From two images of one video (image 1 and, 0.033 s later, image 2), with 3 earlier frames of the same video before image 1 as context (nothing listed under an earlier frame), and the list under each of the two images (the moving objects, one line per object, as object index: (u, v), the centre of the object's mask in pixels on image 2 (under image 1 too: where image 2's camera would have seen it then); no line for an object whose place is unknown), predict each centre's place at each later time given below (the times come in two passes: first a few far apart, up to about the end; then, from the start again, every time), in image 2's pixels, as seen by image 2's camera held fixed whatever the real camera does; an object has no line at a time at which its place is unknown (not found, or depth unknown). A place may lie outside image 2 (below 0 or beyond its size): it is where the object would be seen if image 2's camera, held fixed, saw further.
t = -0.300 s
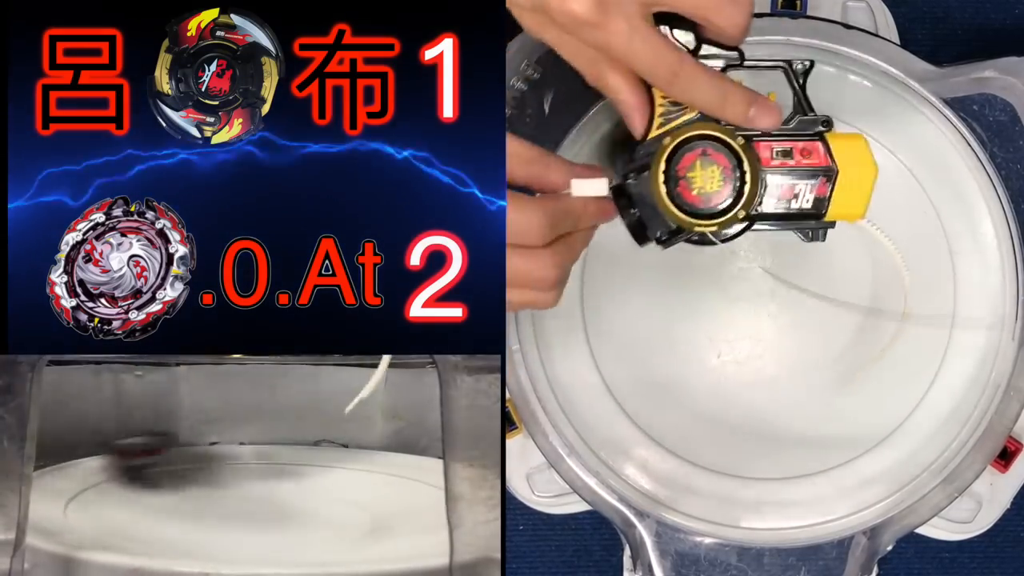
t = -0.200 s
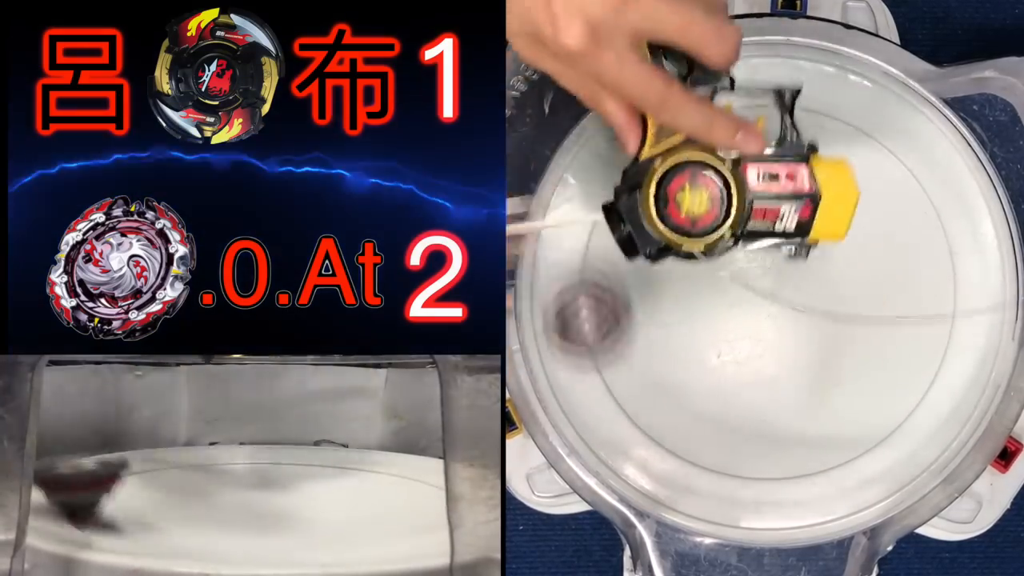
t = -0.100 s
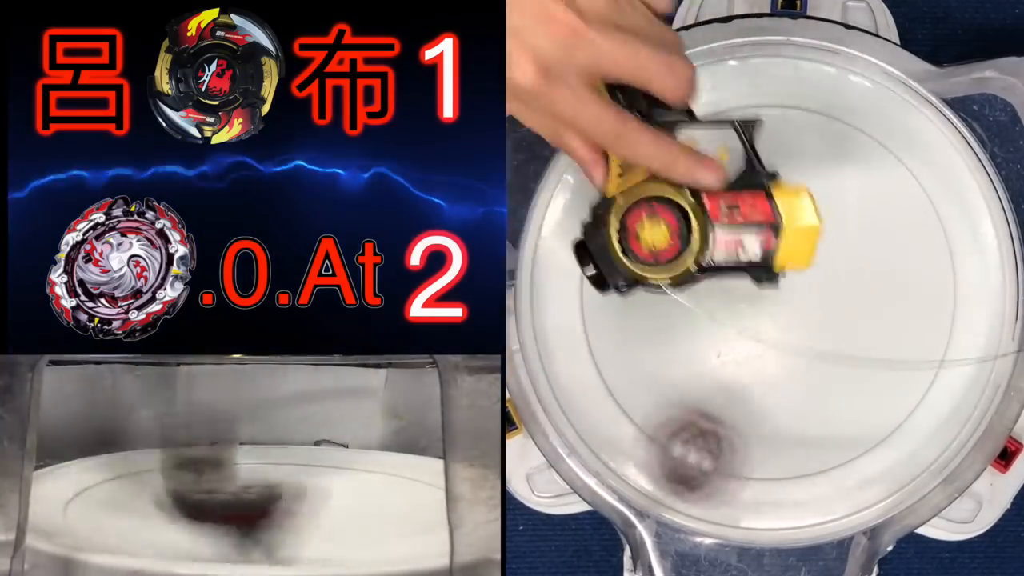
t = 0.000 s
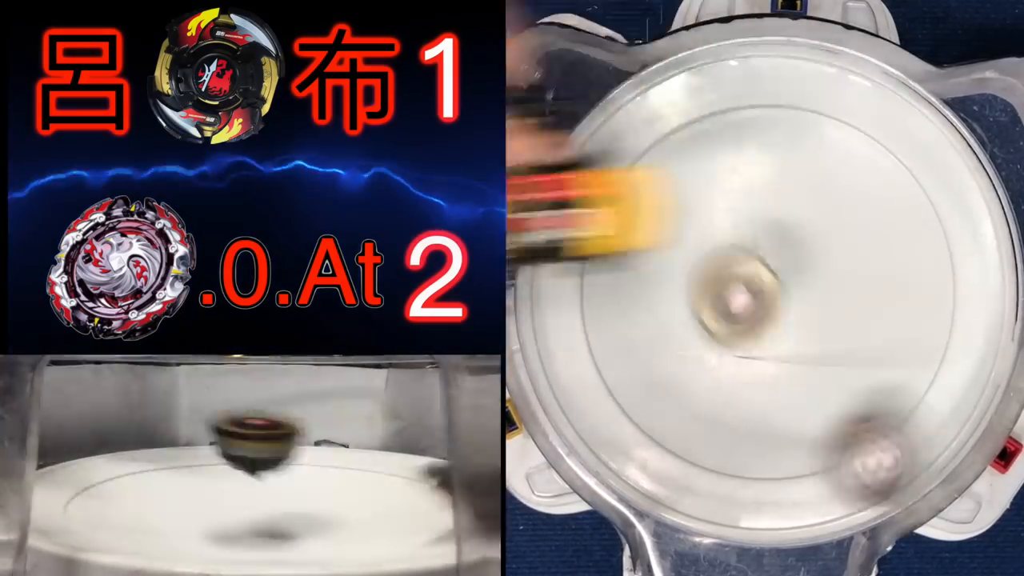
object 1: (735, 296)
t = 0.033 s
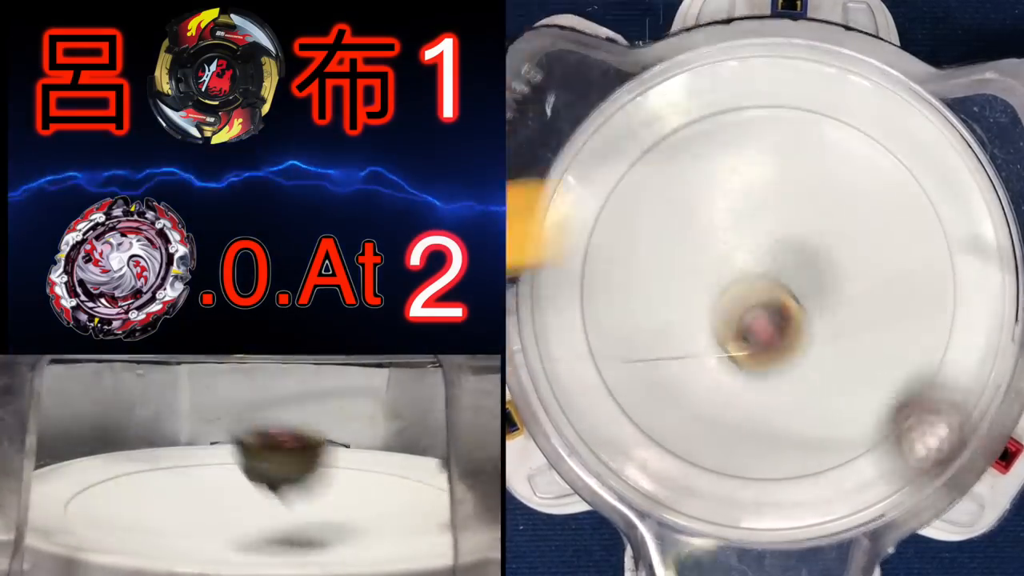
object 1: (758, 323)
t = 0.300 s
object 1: (899, 409)
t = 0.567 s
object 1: (874, 228)
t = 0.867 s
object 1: (682, 156)
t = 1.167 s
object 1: (710, 419)
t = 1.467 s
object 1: (943, 351)
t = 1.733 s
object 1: (837, 123)
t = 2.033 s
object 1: (581, 282)
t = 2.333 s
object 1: (851, 456)
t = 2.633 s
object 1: (826, 115)
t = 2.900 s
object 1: (591, 345)
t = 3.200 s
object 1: (947, 334)
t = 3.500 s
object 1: (587, 252)
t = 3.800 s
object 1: (778, 437)
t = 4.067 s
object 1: (763, 194)
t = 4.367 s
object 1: (665, 155)
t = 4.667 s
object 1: (685, 340)
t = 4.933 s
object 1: (802, 303)
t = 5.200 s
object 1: (771, 176)
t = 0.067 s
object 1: (784, 352)
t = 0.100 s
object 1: (806, 377)
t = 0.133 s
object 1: (826, 395)
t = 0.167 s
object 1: (847, 409)
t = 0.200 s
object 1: (866, 420)
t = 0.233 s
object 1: (880, 423)
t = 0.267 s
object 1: (890, 419)
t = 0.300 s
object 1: (899, 409)
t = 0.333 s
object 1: (906, 395)
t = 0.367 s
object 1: (910, 376)
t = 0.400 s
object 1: (911, 354)
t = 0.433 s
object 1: (908, 330)
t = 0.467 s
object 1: (903, 304)
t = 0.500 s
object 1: (895, 280)
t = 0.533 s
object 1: (885, 253)
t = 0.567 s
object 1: (874, 228)
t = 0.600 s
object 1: (862, 203)
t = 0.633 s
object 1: (846, 180)
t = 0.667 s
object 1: (828, 160)
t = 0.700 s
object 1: (807, 144)
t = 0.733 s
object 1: (784, 134)
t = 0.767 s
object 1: (758, 128)
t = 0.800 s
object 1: (730, 131)
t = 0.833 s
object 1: (705, 139)
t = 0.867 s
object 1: (682, 156)
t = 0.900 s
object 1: (661, 179)
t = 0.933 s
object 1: (646, 206)
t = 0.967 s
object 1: (638, 238)
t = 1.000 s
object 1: (635, 271)
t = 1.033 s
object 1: (639, 305)
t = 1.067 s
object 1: (649, 337)
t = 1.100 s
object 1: (664, 367)
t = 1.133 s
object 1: (684, 395)
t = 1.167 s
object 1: (710, 419)
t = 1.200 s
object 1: (738, 437)
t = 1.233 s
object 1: (768, 449)
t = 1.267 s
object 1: (799, 455)
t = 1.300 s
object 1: (830, 455)
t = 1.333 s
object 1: (861, 449)
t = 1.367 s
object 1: (891, 435)
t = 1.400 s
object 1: (911, 411)
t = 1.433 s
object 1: (928, 383)
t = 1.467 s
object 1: (943, 351)
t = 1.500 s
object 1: (950, 321)
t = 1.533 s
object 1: (950, 287)
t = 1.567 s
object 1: (946, 253)
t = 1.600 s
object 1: (938, 221)
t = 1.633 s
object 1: (922, 190)
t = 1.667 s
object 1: (900, 163)
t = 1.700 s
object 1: (873, 140)
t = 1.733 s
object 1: (837, 123)
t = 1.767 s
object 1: (801, 111)
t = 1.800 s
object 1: (761, 108)
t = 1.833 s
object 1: (722, 112)
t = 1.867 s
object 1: (687, 126)
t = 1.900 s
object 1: (653, 148)
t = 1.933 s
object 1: (621, 178)
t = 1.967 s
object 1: (601, 208)
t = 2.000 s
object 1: (588, 244)
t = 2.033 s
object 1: (581, 282)
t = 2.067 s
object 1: (584, 323)
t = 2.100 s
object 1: (594, 363)
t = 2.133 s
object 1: (615, 399)
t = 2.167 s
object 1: (642, 430)
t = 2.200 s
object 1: (677, 455)
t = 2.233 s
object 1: (718, 473)
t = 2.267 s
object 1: (761, 478)
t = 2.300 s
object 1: (808, 473)
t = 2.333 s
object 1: (851, 456)
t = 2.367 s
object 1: (890, 431)
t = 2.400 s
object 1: (920, 394)
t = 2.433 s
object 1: (941, 352)
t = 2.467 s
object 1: (950, 303)
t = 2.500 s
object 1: (948, 256)
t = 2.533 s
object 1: (934, 212)
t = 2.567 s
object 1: (907, 172)
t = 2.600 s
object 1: (872, 139)
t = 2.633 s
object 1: (826, 115)
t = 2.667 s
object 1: (777, 104)
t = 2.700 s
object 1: (726, 110)
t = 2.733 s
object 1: (678, 127)
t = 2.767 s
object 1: (640, 159)
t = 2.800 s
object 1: (610, 199)
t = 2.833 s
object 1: (589, 247)
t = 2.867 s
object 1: (583, 295)
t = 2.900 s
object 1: (591, 345)
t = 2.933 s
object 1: (611, 391)
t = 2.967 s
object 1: (644, 429)
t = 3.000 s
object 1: (684, 458)
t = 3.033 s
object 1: (730, 474)
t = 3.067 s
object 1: (778, 476)
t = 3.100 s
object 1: (837, 464)
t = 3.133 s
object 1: (885, 436)
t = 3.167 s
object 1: (922, 392)
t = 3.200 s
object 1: (947, 334)
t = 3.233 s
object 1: (952, 275)
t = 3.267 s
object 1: (937, 215)
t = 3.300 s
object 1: (902, 159)
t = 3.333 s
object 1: (848, 120)
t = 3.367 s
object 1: (783, 102)
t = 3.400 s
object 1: (717, 110)
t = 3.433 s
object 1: (656, 141)
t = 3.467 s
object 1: (608, 192)
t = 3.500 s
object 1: (587, 252)
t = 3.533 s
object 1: (584, 294)
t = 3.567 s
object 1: (593, 343)
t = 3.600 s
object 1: (611, 386)
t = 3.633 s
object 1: (639, 423)
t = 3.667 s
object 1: (677, 452)
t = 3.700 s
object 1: (724, 470)
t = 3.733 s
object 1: (770, 476)
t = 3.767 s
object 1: (777, 461)
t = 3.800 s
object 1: (778, 437)
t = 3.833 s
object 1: (779, 412)
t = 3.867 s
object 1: (783, 381)
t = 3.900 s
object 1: (786, 347)
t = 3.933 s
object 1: (786, 313)
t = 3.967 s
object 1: (783, 282)
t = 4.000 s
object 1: (778, 251)
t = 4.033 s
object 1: (771, 221)
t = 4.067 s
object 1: (763, 194)
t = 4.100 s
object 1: (752, 170)
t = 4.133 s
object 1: (741, 151)
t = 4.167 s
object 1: (728, 136)
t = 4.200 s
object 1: (716, 127)
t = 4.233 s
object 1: (704, 123)
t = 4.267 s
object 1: (692, 124)
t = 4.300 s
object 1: (682, 130)
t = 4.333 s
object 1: (672, 141)
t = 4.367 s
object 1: (665, 155)
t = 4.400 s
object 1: (660, 173)
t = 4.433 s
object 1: (657, 193)
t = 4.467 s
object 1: (656, 217)
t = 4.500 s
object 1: (657, 240)
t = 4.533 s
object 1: (659, 265)
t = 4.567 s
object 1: (663, 288)
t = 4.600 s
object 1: (668, 309)
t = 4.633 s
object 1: (675, 325)
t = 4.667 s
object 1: (685, 340)
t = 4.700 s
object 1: (698, 349)
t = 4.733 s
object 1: (713, 354)
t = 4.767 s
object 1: (729, 355)
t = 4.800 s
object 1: (746, 351)
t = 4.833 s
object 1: (762, 345)
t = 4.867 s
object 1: (778, 333)
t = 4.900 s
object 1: (792, 319)
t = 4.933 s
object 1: (802, 303)
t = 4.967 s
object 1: (810, 286)
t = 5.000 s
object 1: (814, 265)
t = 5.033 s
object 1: (815, 247)
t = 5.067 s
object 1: (812, 229)
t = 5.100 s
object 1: (805, 212)
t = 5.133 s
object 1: (796, 198)
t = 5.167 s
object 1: (784, 185)
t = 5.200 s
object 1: (771, 176)
